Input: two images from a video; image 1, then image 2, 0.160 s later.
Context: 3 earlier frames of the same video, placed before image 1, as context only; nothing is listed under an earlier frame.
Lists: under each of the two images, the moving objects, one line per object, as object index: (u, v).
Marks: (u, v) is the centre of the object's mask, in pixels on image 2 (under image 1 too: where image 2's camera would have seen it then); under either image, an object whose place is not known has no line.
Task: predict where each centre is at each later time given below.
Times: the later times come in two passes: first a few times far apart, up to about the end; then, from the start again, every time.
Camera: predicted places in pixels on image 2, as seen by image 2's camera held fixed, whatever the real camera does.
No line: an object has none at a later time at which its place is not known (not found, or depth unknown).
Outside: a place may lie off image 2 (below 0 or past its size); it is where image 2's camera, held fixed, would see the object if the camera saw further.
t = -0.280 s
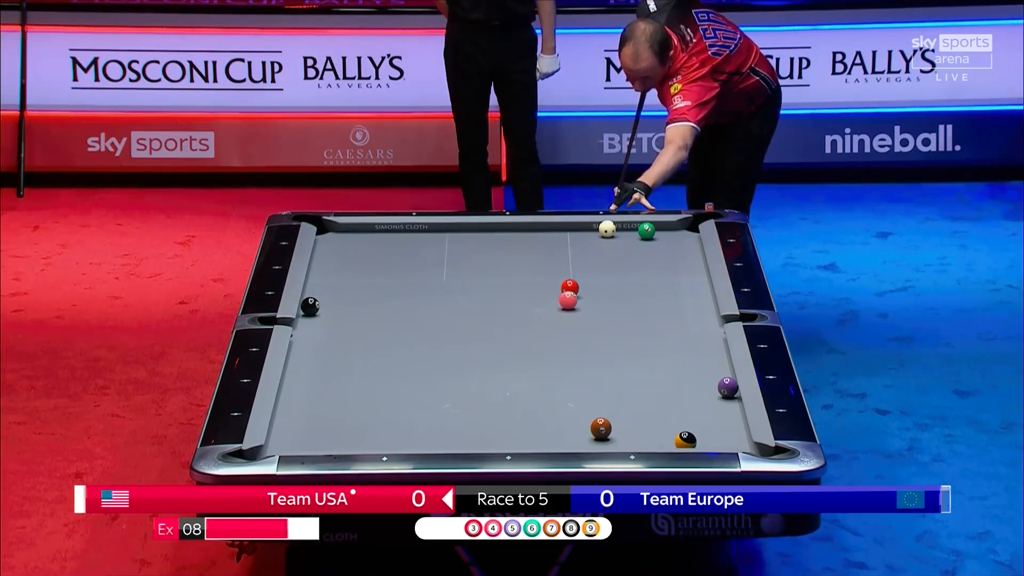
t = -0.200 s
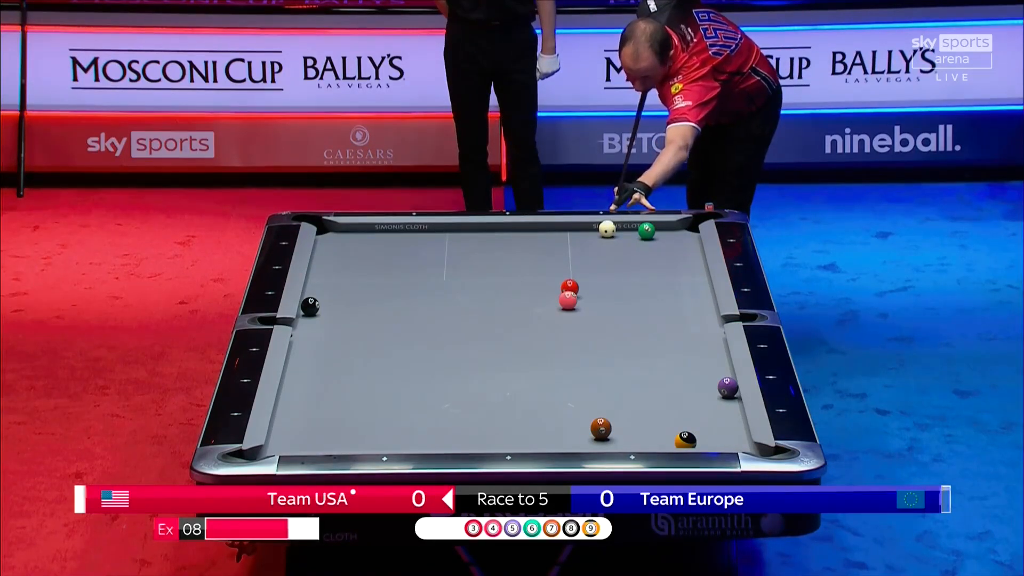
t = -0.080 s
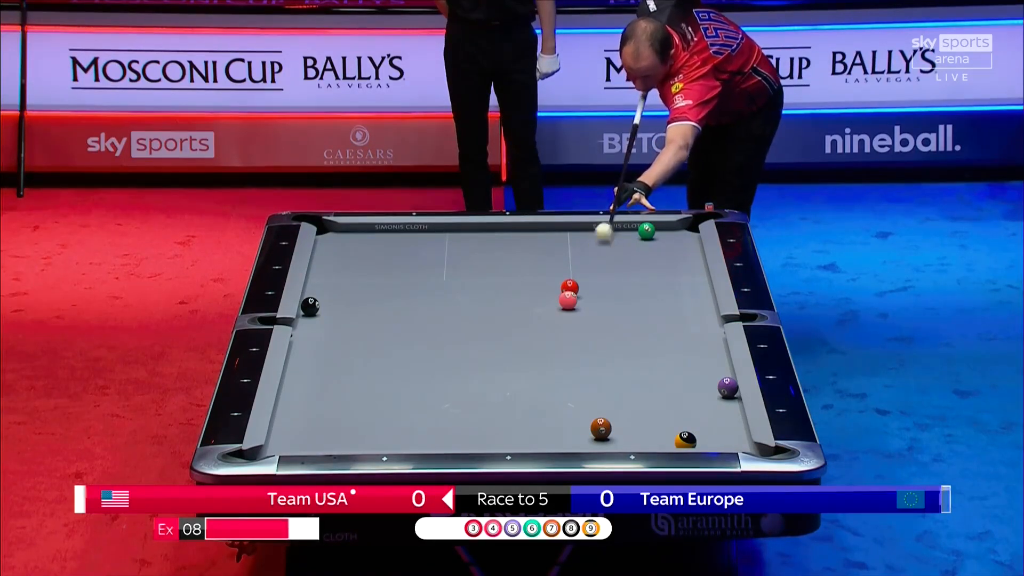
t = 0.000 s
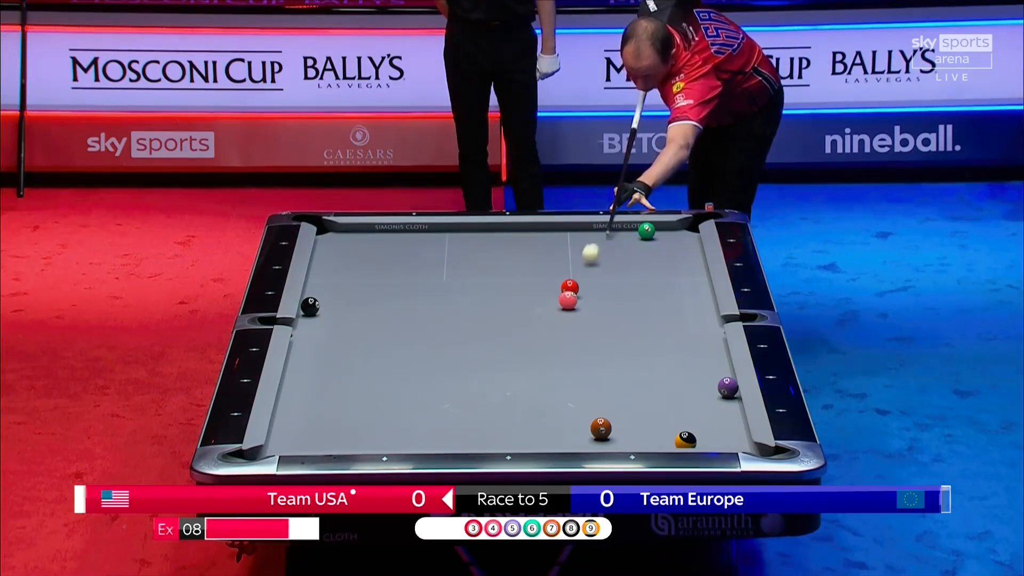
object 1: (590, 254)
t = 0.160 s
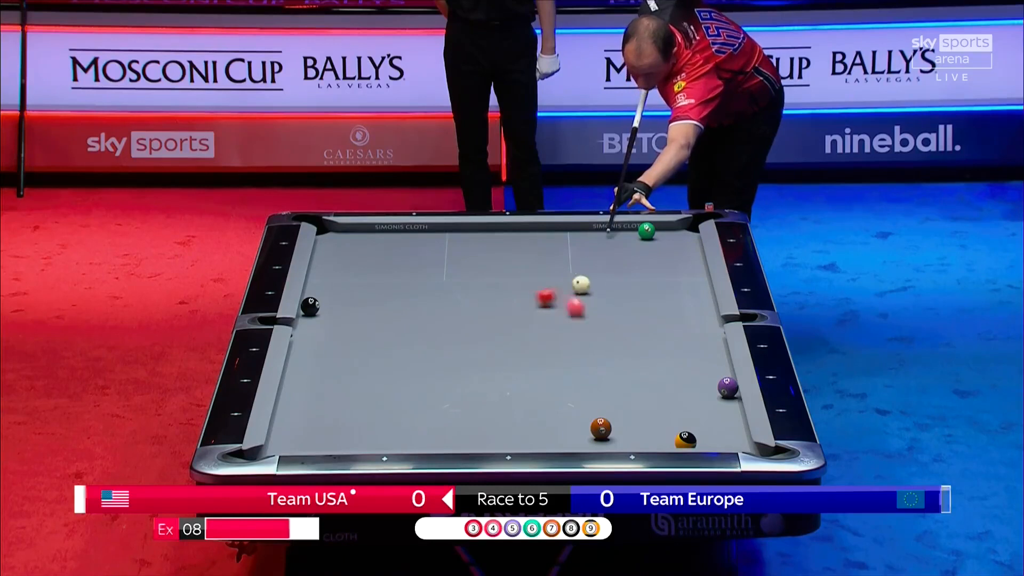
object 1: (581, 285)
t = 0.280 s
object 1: (593, 287)
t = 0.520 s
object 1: (616, 290)
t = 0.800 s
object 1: (642, 294)
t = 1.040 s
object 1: (663, 297)
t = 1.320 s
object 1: (686, 301)
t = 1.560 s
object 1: (705, 304)
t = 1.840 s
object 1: (701, 306)
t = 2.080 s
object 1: (695, 307)
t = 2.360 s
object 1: (690, 309)
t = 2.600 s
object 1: (685, 309)
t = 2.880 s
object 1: (682, 310)
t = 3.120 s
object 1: (681, 311)
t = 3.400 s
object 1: (680, 311)
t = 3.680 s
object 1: (680, 311)
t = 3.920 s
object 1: (680, 311)
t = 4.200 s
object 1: (680, 311)
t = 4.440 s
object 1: (680, 310)
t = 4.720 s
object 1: (680, 310)
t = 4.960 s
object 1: (680, 311)
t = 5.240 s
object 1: (680, 310)
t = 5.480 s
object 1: (680, 310)
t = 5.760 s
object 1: (680, 310)
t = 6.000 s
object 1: (680, 310)
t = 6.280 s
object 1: (680, 310)
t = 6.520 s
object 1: (680, 310)
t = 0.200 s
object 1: (585, 286)
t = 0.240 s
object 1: (589, 286)
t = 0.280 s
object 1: (593, 287)
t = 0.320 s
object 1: (596, 287)
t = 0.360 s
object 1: (601, 288)
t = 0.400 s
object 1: (604, 288)
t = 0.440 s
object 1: (608, 289)
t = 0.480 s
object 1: (612, 289)
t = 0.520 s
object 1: (616, 290)
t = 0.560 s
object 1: (620, 291)
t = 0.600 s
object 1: (623, 291)
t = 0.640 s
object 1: (627, 292)
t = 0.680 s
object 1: (631, 292)
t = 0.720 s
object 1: (634, 293)
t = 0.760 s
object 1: (638, 294)
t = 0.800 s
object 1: (642, 294)
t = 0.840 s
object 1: (645, 295)
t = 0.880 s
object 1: (649, 295)
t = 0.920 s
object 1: (653, 296)
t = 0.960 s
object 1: (656, 296)
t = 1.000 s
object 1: (659, 297)
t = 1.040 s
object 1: (663, 297)
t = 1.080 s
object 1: (666, 298)
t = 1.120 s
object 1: (670, 298)
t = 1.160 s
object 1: (673, 299)
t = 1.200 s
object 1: (676, 299)
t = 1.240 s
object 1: (680, 300)
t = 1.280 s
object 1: (683, 301)
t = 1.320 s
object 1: (686, 301)
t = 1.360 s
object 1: (689, 301)
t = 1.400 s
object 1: (693, 302)
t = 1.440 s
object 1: (696, 303)
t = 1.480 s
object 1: (699, 303)
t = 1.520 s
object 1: (702, 303)
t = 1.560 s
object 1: (705, 304)
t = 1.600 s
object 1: (708, 304)
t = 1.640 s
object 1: (707, 305)
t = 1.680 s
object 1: (705, 305)
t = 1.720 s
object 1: (704, 305)
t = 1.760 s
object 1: (703, 305)
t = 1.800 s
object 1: (702, 306)
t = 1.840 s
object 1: (701, 306)
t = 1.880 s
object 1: (700, 306)
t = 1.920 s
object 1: (699, 307)
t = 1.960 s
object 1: (698, 307)
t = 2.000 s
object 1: (697, 307)
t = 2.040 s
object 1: (696, 307)
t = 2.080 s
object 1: (695, 307)
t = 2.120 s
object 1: (694, 308)
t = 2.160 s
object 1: (694, 308)
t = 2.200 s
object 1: (692, 308)
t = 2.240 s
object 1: (692, 308)
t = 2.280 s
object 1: (691, 308)
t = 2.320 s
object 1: (690, 309)
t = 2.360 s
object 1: (690, 309)
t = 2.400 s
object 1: (689, 309)
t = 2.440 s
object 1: (688, 309)
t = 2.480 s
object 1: (687, 309)
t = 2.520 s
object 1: (687, 309)
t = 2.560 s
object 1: (686, 309)
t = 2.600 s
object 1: (685, 309)
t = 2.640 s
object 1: (685, 310)
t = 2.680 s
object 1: (684, 309)
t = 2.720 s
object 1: (684, 310)
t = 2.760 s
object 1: (683, 310)
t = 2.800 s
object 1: (683, 310)
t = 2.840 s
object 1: (682, 310)
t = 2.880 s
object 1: (682, 310)
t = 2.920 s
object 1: (682, 310)
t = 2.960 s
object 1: (681, 310)
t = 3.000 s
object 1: (681, 310)
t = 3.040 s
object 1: (681, 310)
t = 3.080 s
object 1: (681, 311)
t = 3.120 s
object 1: (681, 311)
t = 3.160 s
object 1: (680, 311)
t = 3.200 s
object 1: (680, 311)
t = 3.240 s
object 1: (680, 311)
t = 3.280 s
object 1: (680, 311)
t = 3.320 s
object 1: (680, 311)
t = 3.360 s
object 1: (680, 311)
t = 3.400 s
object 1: (680, 311)
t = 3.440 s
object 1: (680, 311)
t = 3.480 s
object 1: (680, 311)
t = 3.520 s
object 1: (680, 311)
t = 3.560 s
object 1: (680, 311)
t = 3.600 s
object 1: (680, 311)
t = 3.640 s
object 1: (680, 311)
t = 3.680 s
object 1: (680, 311)
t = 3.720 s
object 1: (680, 311)
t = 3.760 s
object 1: (680, 311)
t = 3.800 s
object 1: (680, 311)
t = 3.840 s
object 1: (680, 310)
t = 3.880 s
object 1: (680, 311)
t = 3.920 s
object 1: (680, 311)
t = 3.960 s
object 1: (680, 310)
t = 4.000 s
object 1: (680, 310)
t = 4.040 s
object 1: (680, 311)
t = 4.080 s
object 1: (680, 311)
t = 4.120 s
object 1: (680, 310)
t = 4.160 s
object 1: (680, 311)
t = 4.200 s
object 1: (680, 311)
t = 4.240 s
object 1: (680, 310)
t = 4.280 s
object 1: (680, 311)
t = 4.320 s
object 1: (680, 310)
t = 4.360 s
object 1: (680, 311)
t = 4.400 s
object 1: (680, 311)
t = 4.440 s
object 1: (680, 310)
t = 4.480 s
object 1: (680, 311)
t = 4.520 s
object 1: (680, 310)
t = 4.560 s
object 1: (680, 310)
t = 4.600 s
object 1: (680, 311)
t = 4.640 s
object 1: (680, 310)
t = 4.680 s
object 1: (680, 311)
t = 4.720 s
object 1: (680, 310)
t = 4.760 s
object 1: (680, 311)
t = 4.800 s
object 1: (680, 311)
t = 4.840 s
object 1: (680, 311)
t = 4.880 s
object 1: (680, 311)
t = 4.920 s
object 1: (680, 311)
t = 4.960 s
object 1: (680, 311)
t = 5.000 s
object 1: (680, 311)
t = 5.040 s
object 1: (680, 311)
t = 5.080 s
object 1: (680, 311)
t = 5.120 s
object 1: (680, 311)
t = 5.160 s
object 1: (680, 311)
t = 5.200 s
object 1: (680, 311)
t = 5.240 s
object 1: (680, 310)
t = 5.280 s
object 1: (680, 310)
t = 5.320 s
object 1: (680, 310)
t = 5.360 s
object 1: (680, 310)
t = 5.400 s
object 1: (680, 310)
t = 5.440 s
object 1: (680, 310)
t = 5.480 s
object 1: (680, 310)
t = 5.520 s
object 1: (680, 310)
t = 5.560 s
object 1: (680, 310)
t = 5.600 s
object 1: (680, 311)
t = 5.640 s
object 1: (680, 310)
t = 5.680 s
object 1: (680, 310)
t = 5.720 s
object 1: (680, 310)
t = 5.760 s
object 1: (680, 310)
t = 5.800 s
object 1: (680, 310)
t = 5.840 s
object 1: (680, 310)
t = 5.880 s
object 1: (680, 310)
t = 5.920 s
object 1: (680, 310)
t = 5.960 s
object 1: (680, 310)
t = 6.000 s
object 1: (680, 310)
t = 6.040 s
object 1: (680, 310)
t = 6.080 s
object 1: (680, 310)
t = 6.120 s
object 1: (680, 310)
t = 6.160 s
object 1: (680, 310)
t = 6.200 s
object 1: (680, 310)
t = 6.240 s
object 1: (680, 310)
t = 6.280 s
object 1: (680, 310)
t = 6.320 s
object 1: (680, 310)
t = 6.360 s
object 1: (680, 310)
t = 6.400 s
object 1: (680, 310)
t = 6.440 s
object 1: (680, 310)
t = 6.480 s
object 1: (680, 310)
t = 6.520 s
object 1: (680, 310)
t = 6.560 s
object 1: (680, 310)
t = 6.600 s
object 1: (680, 310)
